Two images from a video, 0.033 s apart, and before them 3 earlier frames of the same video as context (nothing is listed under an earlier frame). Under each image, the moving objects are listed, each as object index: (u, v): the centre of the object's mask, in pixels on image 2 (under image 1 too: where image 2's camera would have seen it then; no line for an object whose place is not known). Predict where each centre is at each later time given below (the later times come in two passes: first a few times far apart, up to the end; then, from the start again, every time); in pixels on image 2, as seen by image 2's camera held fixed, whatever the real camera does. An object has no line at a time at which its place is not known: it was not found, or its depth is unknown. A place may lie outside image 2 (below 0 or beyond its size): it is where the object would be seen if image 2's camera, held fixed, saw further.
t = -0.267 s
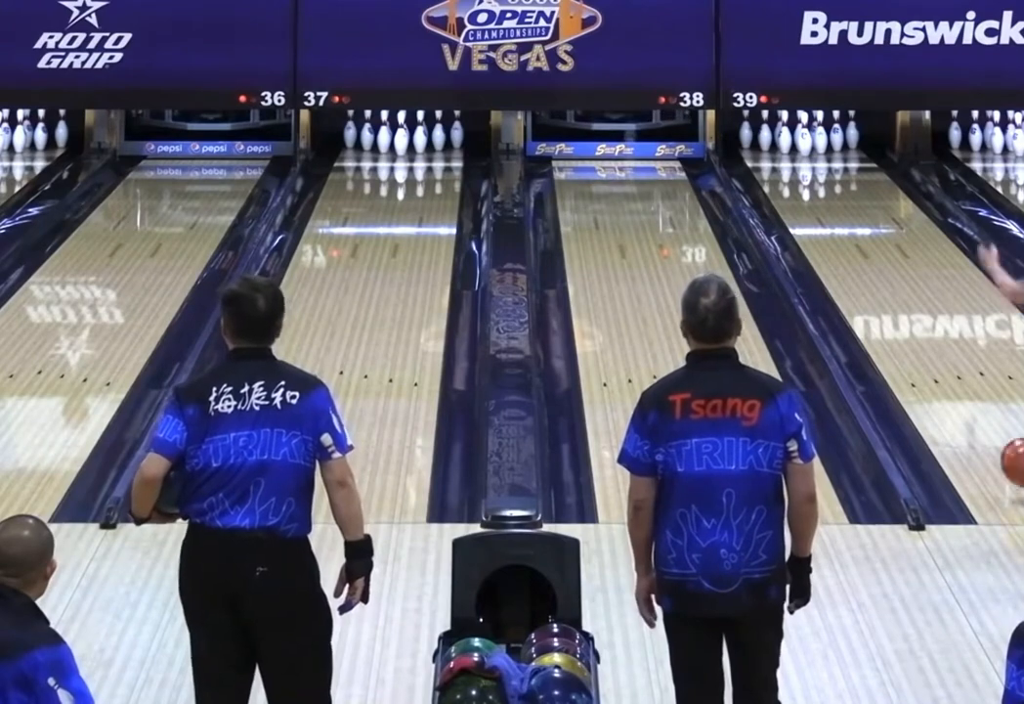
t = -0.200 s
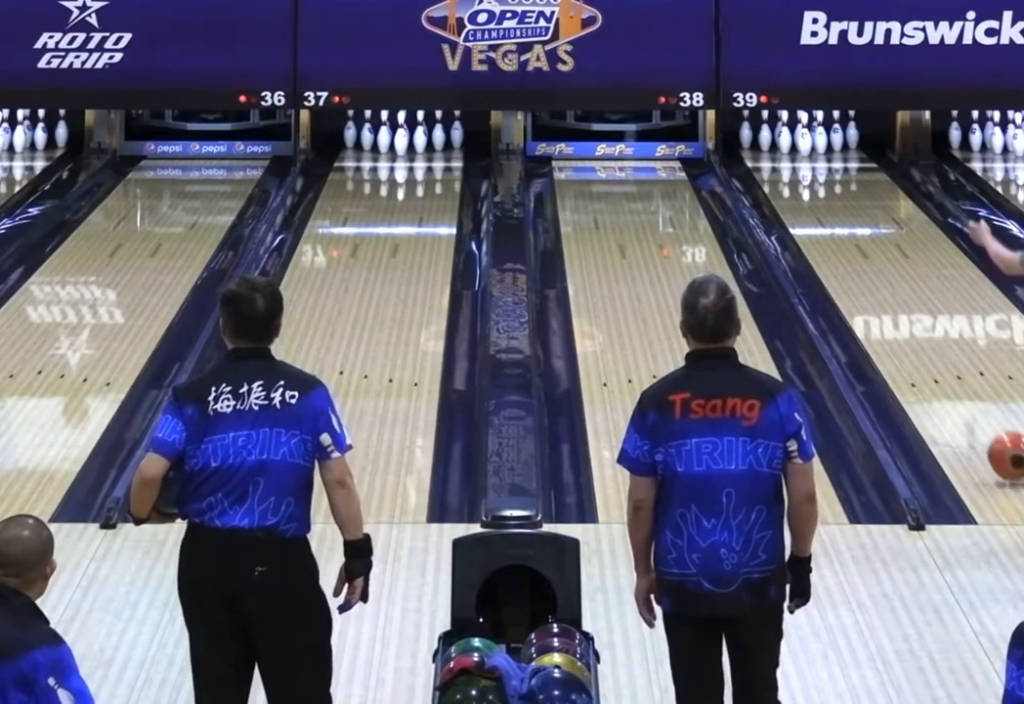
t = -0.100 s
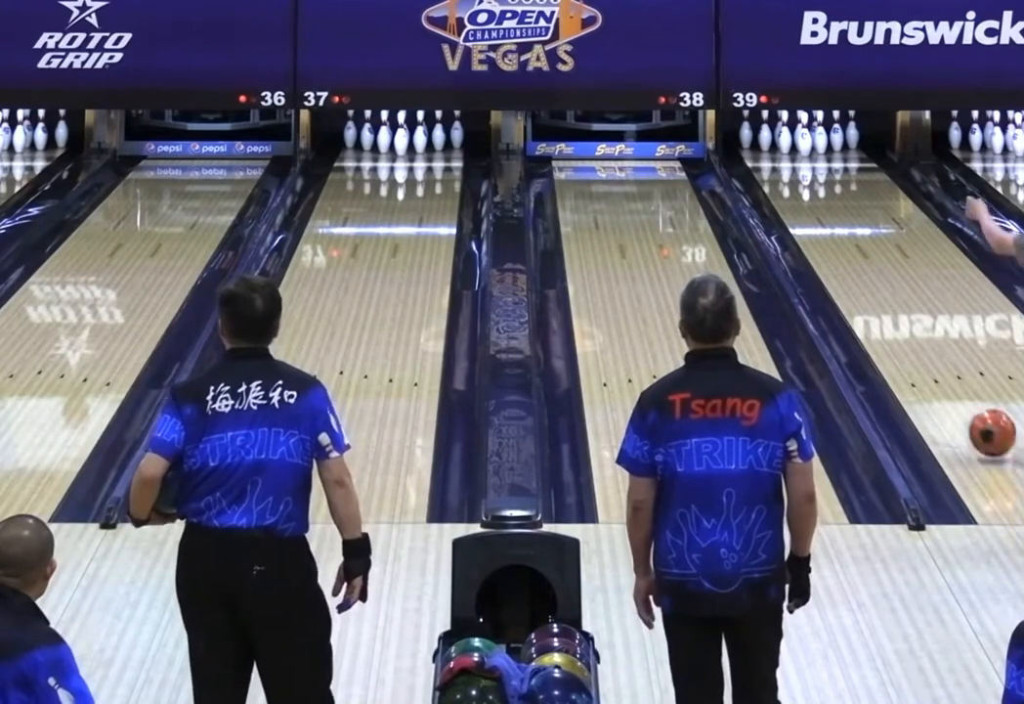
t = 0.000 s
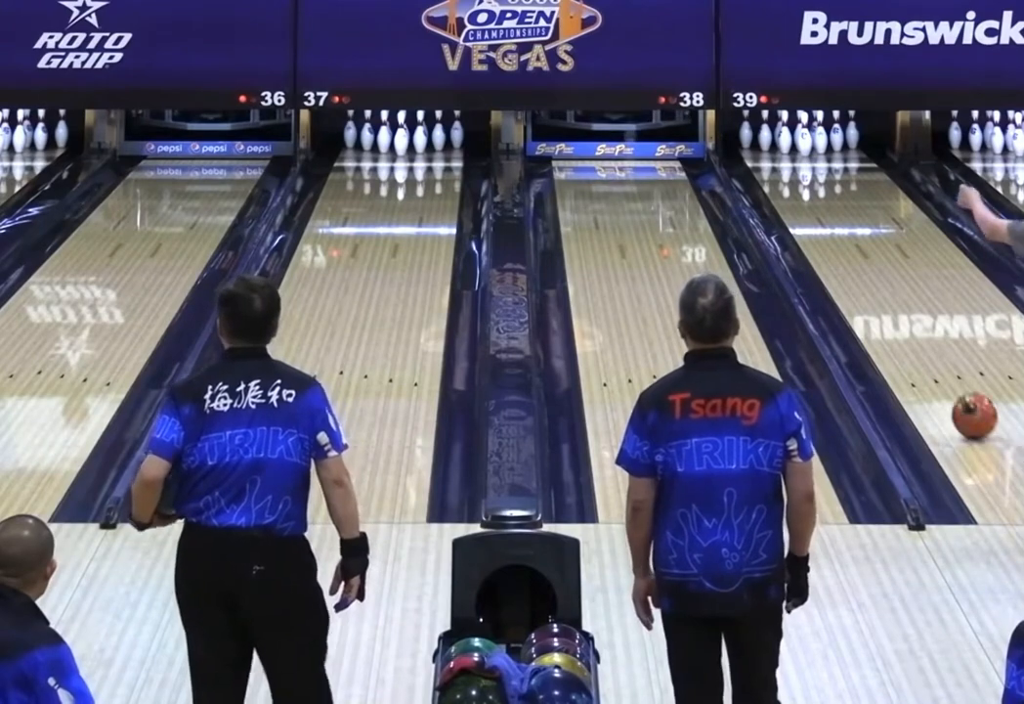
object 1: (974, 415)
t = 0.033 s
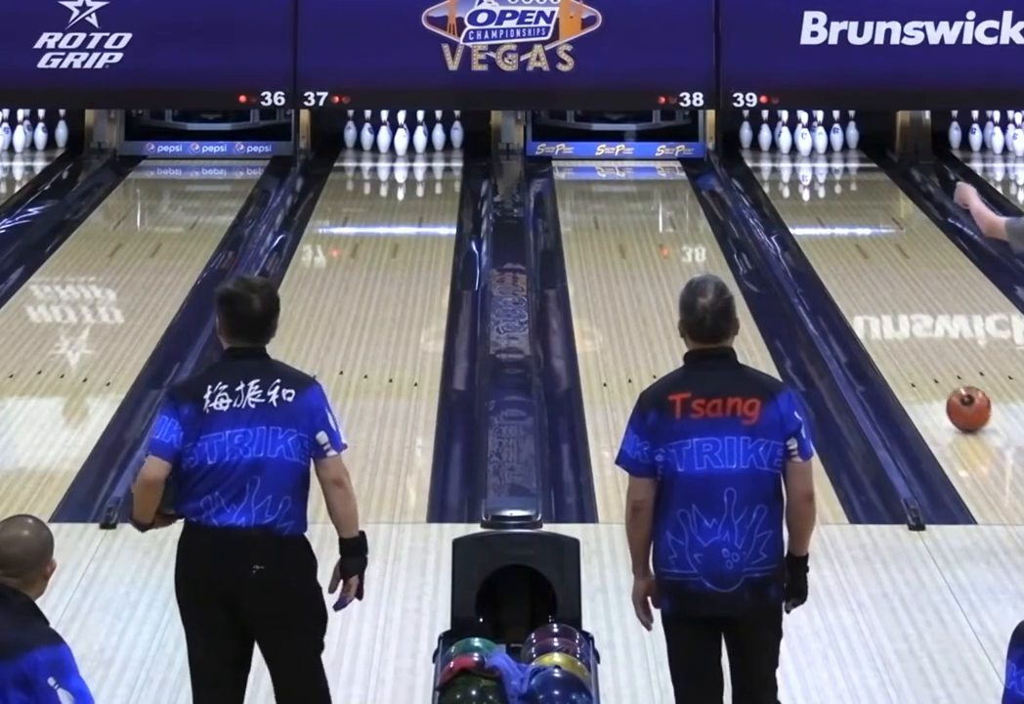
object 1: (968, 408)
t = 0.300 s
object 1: (927, 359)
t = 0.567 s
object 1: (892, 317)
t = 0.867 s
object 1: (860, 277)
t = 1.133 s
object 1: (836, 247)
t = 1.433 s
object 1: (814, 217)
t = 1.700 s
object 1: (799, 195)
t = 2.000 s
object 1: (789, 173)
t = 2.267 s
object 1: (784, 157)
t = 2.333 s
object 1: (784, 153)
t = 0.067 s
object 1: (963, 402)
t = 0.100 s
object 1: (957, 395)
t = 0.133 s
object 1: (952, 389)
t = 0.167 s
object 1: (947, 383)
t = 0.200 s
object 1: (942, 377)
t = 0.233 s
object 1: (937, 371)
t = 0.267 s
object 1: (932, 365)
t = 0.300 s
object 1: (927, 359)
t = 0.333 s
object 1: (922, 353)
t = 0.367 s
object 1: (918, 348)
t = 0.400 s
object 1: (913, 343)
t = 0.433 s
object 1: (909, 337)
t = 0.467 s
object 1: (905, 332)
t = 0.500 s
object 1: (900, 327)
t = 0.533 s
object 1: (897, 322)
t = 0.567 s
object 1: (892, 317)
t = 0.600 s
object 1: (888, 312)
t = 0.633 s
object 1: (885, 307)
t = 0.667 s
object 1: (881, 303)
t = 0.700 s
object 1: (878, 299)
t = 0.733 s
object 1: (874, 294)
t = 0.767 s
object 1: (870, 289)
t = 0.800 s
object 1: (867, 286)
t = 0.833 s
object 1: (864, 282)
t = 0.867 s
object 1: (860, 277)
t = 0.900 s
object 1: (857, 273)
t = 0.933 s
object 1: (854, 269)
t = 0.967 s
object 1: (851, 264)
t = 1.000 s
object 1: (848, 261)
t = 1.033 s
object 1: (845, 258)
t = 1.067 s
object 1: (843, 253)
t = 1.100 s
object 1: (840, 250)
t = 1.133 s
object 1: (836, 247)
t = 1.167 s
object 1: (834, 243)
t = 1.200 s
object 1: (831, 239)
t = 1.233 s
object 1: (829, 236)
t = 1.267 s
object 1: (826, 233)
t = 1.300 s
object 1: (824, 230)
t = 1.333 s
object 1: (821, 227)
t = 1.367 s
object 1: (819, 224)
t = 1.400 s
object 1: (816, 221)
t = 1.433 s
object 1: (814, 217)
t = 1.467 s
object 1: (812, 215)
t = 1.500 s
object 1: (810, 211)
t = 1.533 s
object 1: (808, 209)
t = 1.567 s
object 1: (806, 205)
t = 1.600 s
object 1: (804, 203)
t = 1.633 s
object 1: (802, 200)
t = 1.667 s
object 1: (800, 197)
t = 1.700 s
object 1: (799, 195)
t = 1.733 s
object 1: (797, 192)
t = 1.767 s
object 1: (796, 189)
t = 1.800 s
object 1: (795, 187)
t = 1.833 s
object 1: (794, 185)
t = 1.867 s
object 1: (793, 182)
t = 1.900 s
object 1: (791, 179)
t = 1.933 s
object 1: (790, 177)
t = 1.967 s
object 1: (789, 175)
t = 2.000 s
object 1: (789, 173)
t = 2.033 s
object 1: (788, 170)
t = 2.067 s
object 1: (787, 168)
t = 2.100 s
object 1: (786, 166)
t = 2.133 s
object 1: (786, 164)
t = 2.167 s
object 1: (785, 162)
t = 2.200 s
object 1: (785, 161)
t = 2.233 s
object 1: (785, 159)
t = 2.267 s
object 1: (784, 157)
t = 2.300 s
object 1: (784, 154)
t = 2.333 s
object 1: (784, 153)
